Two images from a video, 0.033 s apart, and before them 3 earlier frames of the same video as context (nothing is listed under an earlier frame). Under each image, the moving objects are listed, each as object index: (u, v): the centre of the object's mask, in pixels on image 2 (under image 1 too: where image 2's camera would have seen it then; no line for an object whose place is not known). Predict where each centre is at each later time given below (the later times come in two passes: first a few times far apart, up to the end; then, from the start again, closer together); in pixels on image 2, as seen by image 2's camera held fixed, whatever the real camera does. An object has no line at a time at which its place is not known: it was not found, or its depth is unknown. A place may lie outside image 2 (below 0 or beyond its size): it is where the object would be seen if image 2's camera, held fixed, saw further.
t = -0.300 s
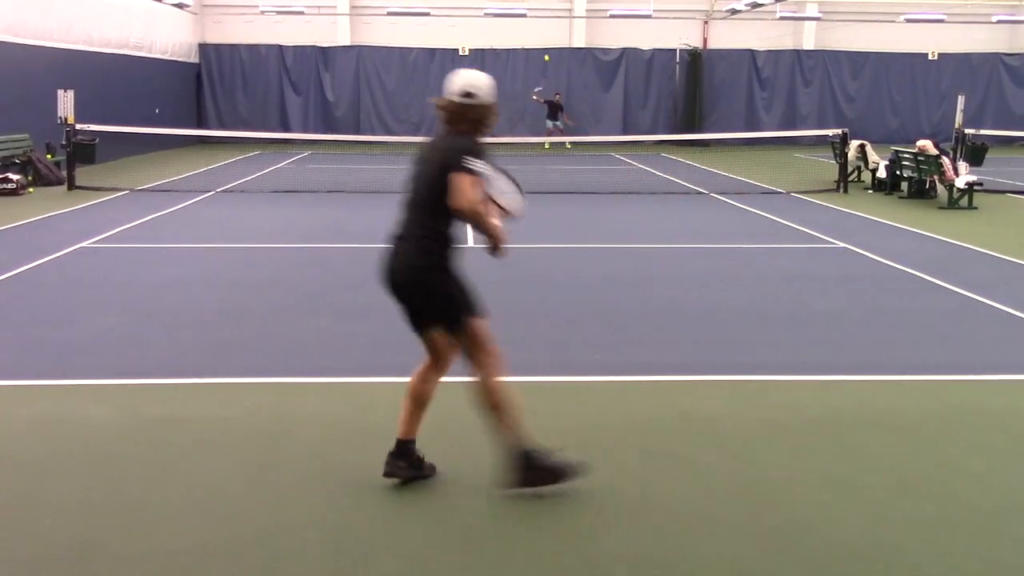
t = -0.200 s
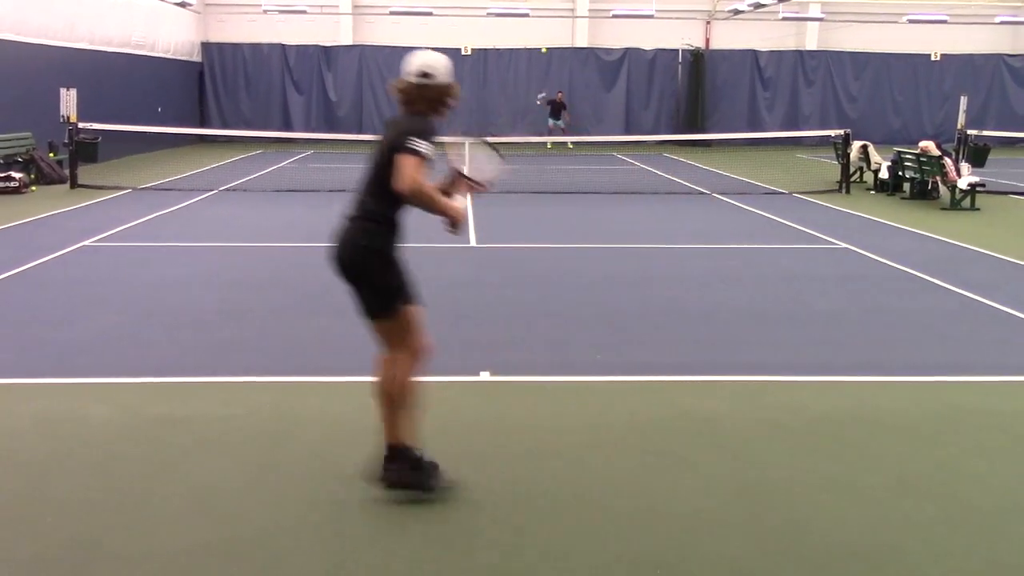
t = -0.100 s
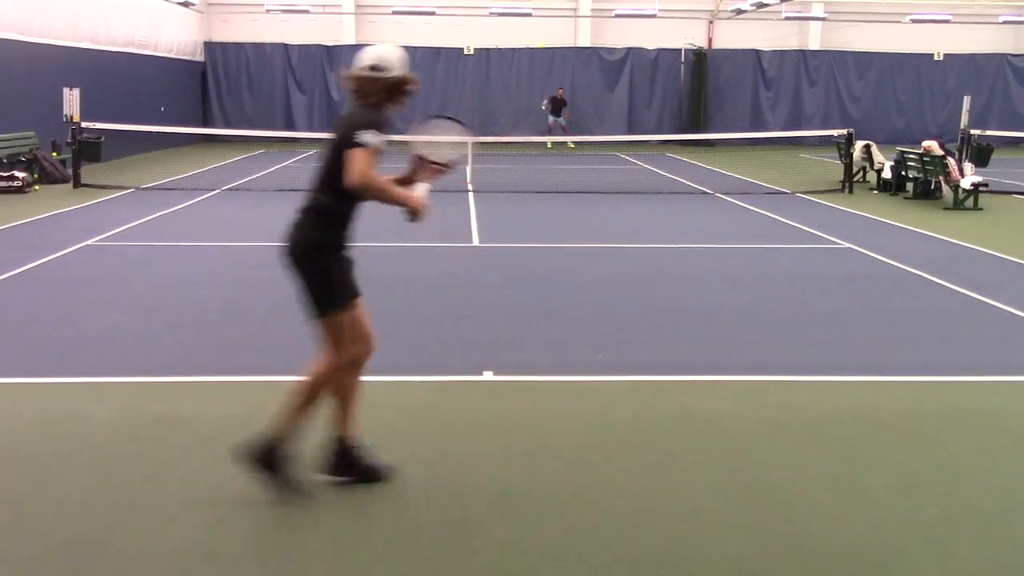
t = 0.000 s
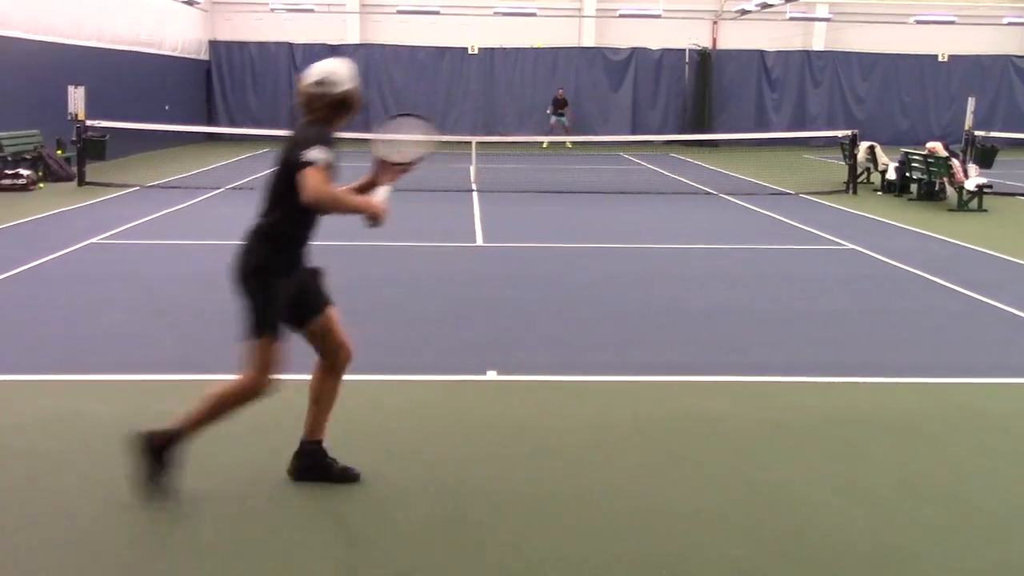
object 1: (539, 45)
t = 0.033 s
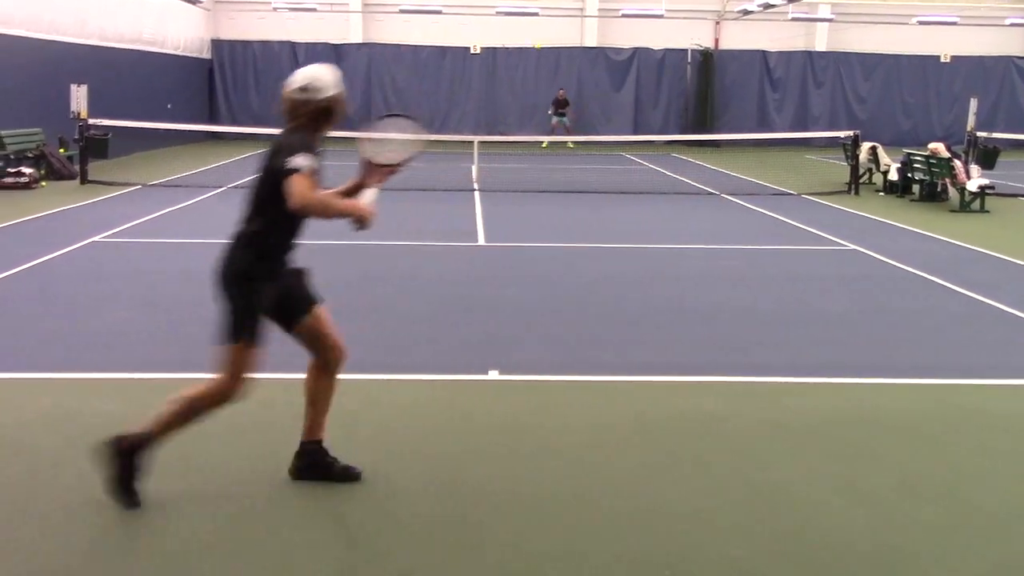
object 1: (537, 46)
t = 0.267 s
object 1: (520, 74)
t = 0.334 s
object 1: (515, 91)
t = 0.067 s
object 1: (536, 48)
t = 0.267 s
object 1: (520, 74)
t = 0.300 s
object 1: (518, 82)
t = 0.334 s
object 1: (515, 91)
